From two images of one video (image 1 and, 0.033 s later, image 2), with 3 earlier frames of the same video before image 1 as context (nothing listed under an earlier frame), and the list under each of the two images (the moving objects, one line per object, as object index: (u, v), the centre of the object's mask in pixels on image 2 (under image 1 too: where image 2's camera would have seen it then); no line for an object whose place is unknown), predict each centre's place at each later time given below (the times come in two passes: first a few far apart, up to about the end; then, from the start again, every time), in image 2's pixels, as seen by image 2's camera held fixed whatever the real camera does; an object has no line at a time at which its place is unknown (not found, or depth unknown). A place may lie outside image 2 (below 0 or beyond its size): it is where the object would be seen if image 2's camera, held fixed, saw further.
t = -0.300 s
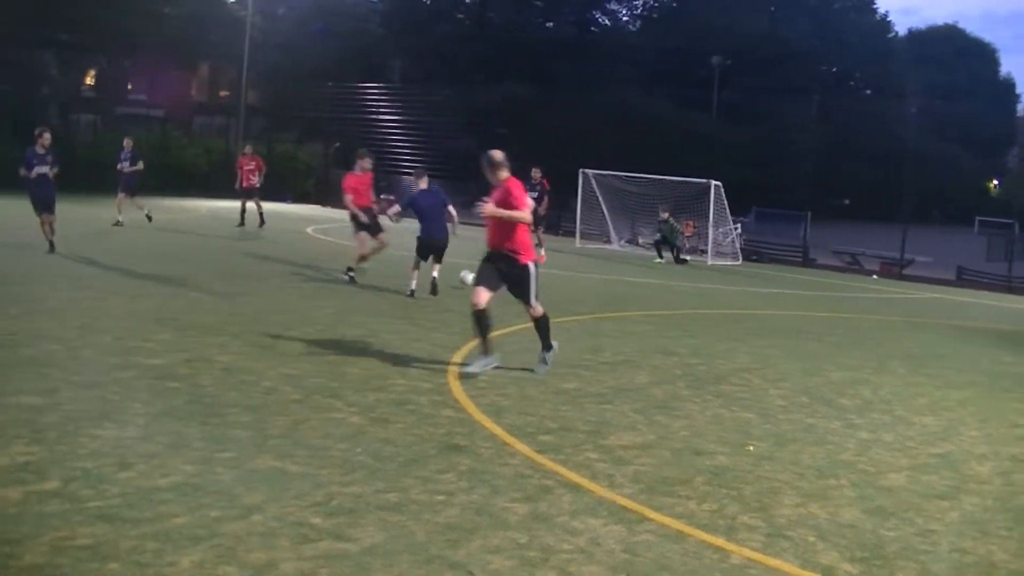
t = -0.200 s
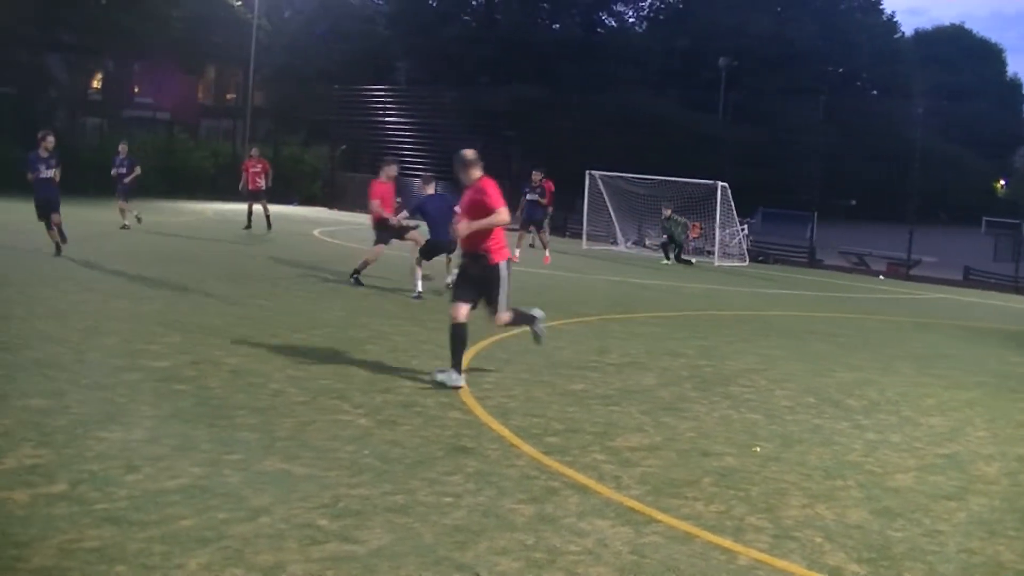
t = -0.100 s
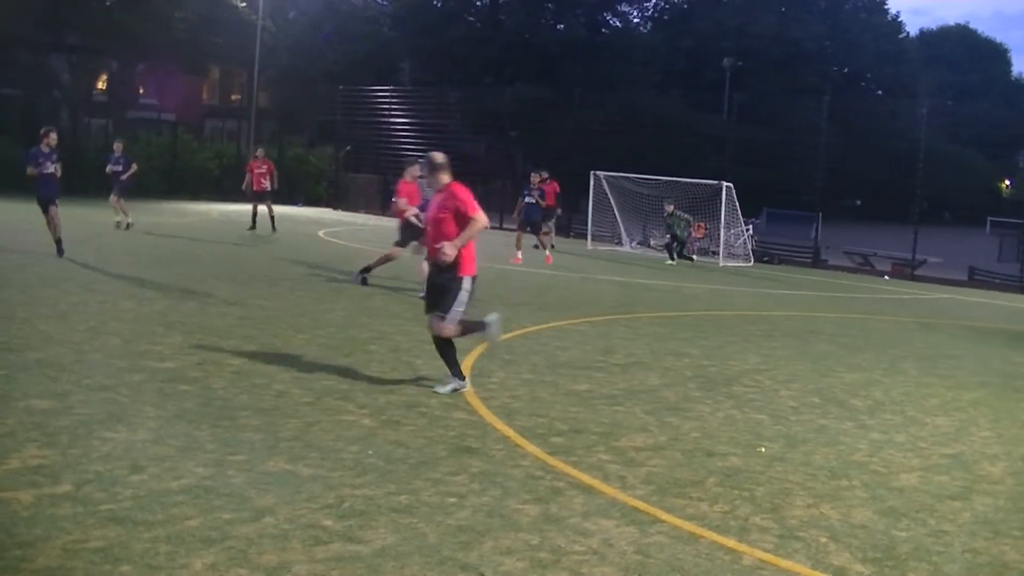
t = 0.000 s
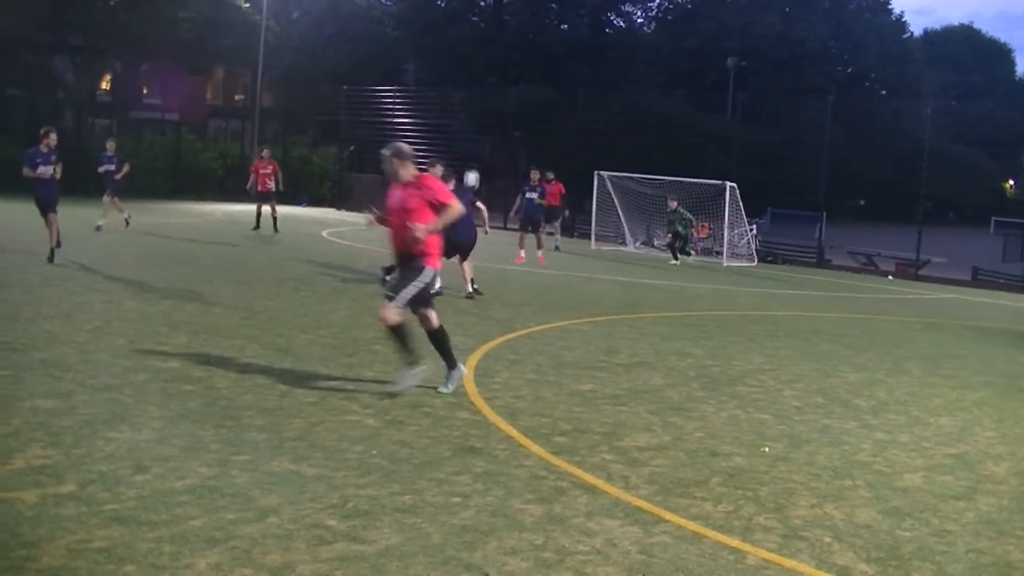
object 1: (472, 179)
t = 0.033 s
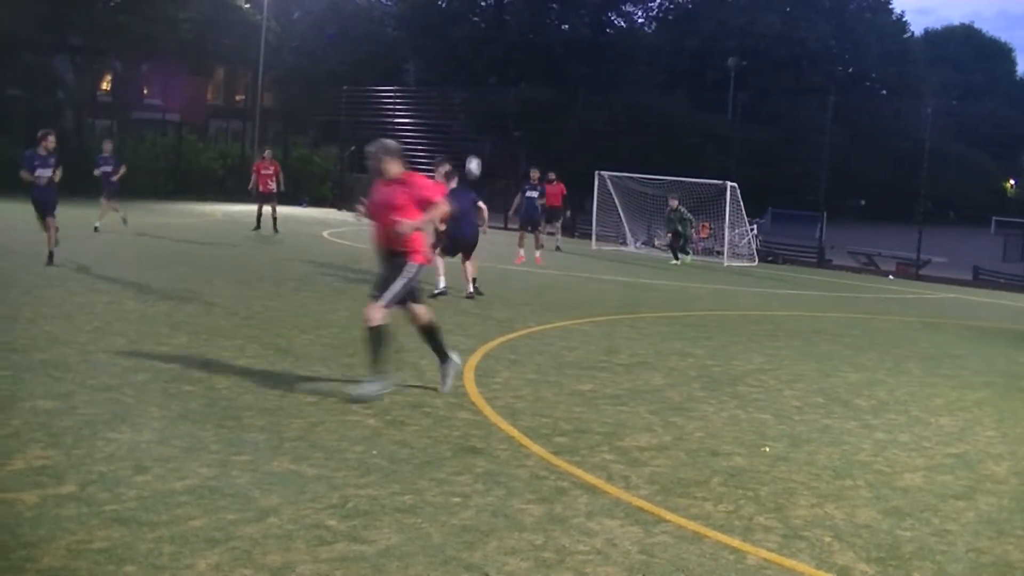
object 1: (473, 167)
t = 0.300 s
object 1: (479, 98)
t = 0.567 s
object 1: (481, 81)
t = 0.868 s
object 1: (479, 109)
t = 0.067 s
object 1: (474, 154)
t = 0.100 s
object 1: (475, 144)
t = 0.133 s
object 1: (476, 135)
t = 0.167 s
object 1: (477, 125)
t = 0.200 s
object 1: (477, 117)
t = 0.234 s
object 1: (478, 110)
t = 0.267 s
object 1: (478, 103)
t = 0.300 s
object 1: (479, 98)
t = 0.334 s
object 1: (479, 93)
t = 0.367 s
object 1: (480, 89)
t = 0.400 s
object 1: (480, 86)
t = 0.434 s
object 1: (480, 84)
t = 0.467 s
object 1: (480, 82)
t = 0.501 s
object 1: (481, 81)
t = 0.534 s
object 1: (481, 80)
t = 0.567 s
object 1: (481, 81)
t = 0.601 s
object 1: (481, 82)
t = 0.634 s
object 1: (481, 83)
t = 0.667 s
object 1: (480, 85)
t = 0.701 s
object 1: (480, 88)
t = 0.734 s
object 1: (480, 91)
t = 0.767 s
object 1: (480, 95)
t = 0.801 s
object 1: (480, 99)
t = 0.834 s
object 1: (479, 105)
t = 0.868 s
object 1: (479, 109)
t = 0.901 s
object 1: (479, 116)
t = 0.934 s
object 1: (479, 122)
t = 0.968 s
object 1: (479, 129)
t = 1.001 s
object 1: (478, 136)
